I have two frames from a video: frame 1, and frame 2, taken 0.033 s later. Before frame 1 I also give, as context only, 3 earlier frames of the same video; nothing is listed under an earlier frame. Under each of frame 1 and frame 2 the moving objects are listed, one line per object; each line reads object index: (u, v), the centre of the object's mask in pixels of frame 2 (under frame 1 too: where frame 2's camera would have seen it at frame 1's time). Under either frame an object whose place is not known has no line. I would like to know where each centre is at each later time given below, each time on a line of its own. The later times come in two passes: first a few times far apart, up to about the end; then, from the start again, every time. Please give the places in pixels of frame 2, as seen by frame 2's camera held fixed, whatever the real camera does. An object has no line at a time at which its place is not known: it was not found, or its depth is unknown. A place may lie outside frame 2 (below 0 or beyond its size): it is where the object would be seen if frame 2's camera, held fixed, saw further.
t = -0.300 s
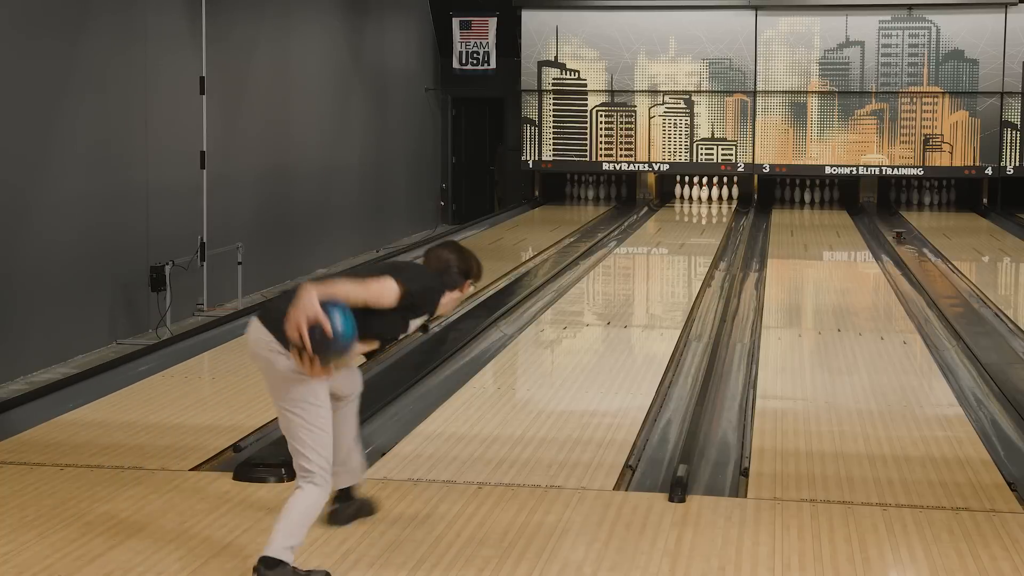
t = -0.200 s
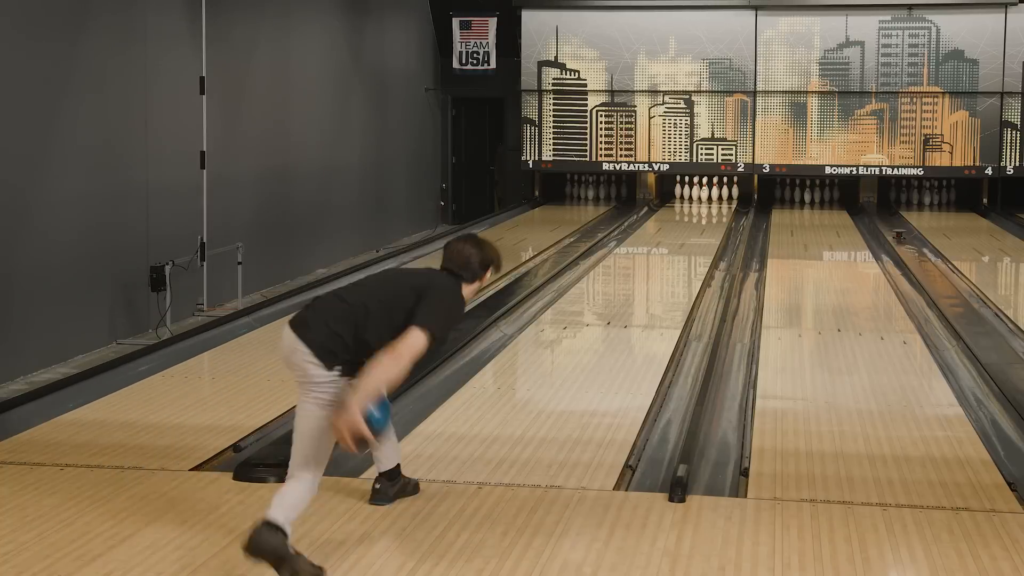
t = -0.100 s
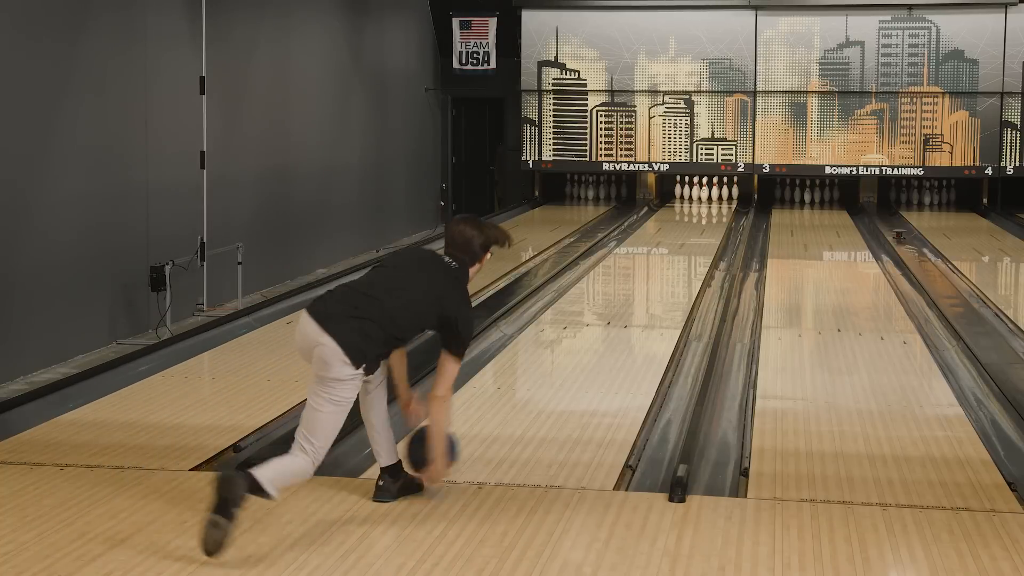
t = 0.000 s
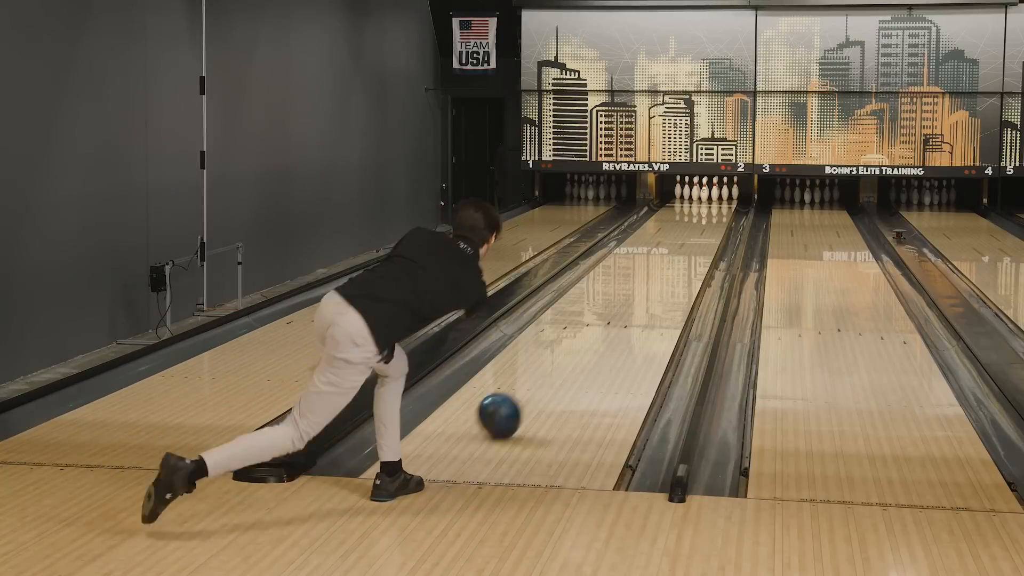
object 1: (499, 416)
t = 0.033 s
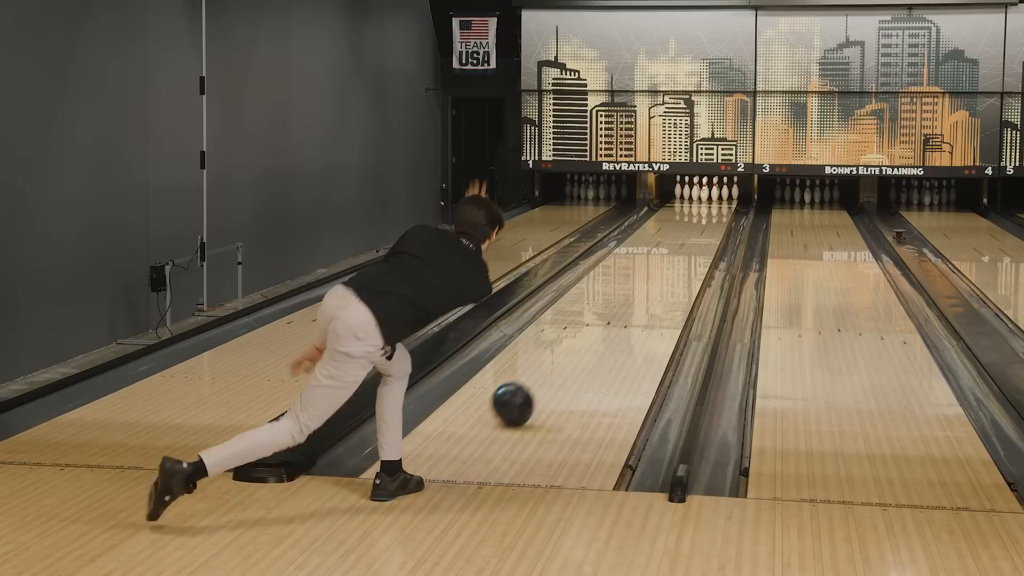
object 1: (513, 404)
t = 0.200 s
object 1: (567, 358)
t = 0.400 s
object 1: (613, 318)
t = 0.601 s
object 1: (646, 289)
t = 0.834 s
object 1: (674, 264)
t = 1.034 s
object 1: (692, 247)
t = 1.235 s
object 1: (705, 233)
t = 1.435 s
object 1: (713, 222)
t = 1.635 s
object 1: (716, 213)
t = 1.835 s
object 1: (715, 204)
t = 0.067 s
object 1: (525, 394)
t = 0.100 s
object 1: (537, 384)
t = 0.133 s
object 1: (548, 375)
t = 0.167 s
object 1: (558, 366)
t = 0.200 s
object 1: (567, 358)
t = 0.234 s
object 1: (576, 351)
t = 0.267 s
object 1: (585, 343)
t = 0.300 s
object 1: (592, 336)
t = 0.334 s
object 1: (600, 330)
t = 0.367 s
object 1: (607, 324)
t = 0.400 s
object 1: (613, 318)
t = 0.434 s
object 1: (619, 312)
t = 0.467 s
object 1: (625, 307)
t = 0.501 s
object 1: (631, 303)
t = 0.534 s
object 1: (636, 298)
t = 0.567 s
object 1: (641, 293)
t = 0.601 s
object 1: (646, 289)
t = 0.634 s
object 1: (651, 285)
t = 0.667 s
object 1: (655, 281)
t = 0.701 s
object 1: (659, 277)
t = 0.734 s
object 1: (663, 274)
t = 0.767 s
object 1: (667, 270)
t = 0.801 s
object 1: (671, 267)
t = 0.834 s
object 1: (674, 264)
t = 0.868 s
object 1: (677, 260)
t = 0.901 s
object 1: (681, 258)
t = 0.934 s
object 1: (684, 255)
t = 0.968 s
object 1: (687, 252)
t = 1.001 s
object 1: (689, 249)
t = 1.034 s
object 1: (692, 247)
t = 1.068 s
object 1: (694, 244)
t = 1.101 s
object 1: (697, 242)
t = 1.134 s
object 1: (699, 240)
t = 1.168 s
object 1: (701, 237)
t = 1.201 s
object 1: (703, 235)
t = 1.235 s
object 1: (705, 233)
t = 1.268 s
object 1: (707, 231)
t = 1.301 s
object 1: (708, 229)
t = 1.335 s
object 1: (709, 227)
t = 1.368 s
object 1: (711, 226)
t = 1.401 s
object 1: (712, 224)
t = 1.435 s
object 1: (713, 222)
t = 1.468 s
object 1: (714, 220)
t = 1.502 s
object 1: (715, 219)
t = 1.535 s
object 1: (715, 217)
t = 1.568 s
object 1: (715, 215)
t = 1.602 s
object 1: (716, 214)
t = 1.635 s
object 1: (716, 213)
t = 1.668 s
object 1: (716, 211)
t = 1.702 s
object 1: (716, 210)
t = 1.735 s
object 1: (716, 209)
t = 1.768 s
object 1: (716, 207)
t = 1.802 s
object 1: (715, 206)
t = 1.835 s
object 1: (715, 204)
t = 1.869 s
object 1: (714, 204)
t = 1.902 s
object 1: (713, 203)
